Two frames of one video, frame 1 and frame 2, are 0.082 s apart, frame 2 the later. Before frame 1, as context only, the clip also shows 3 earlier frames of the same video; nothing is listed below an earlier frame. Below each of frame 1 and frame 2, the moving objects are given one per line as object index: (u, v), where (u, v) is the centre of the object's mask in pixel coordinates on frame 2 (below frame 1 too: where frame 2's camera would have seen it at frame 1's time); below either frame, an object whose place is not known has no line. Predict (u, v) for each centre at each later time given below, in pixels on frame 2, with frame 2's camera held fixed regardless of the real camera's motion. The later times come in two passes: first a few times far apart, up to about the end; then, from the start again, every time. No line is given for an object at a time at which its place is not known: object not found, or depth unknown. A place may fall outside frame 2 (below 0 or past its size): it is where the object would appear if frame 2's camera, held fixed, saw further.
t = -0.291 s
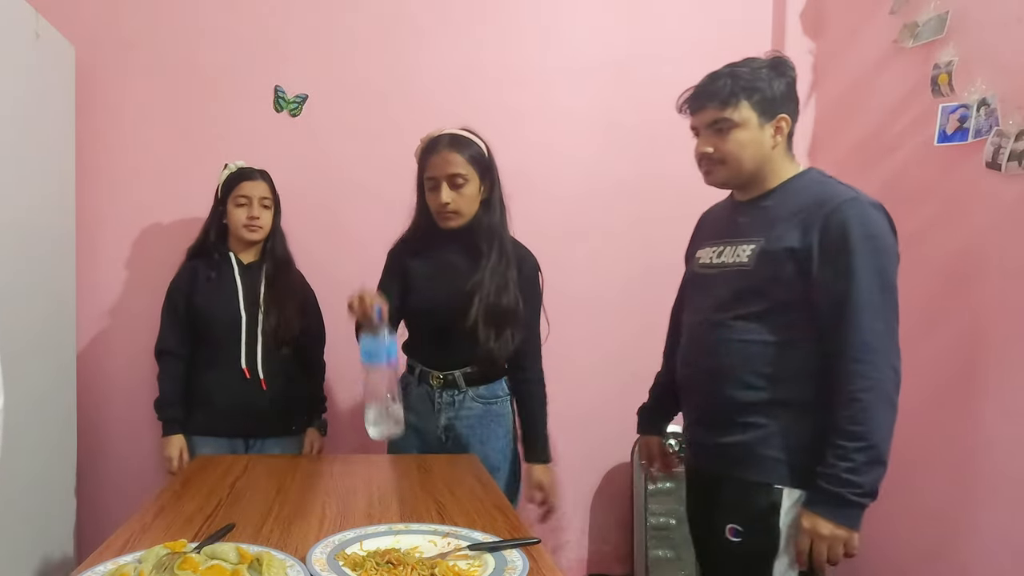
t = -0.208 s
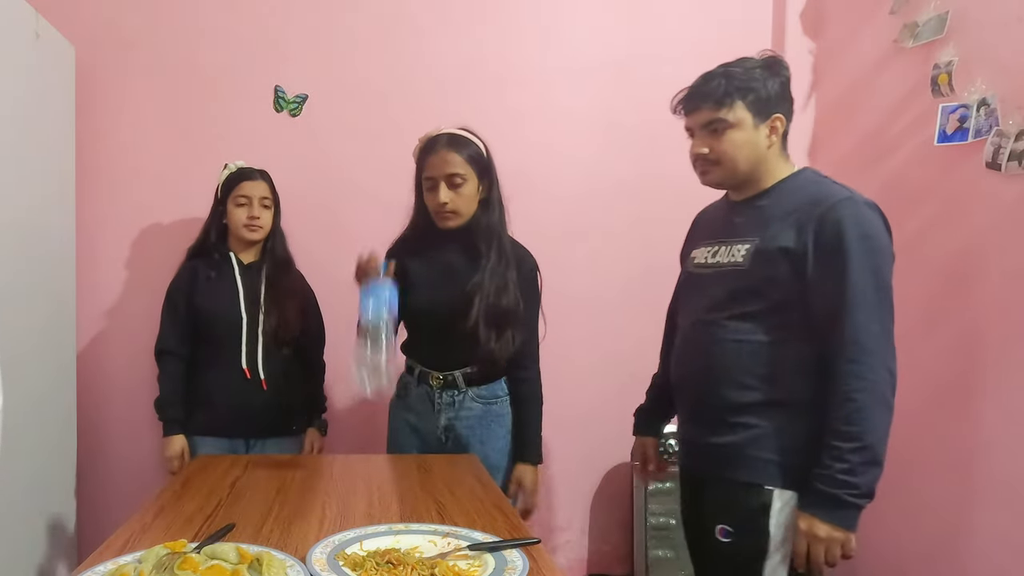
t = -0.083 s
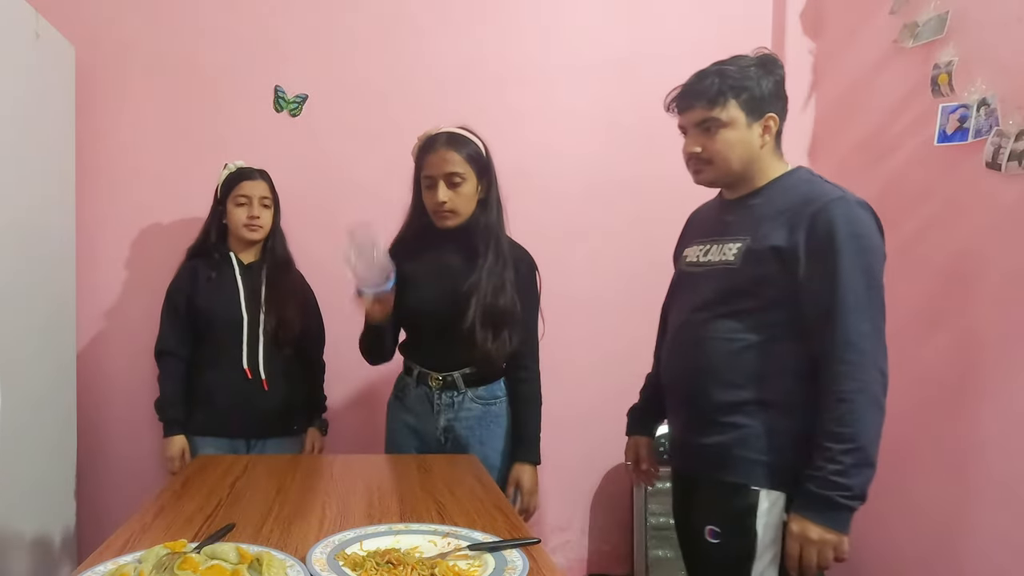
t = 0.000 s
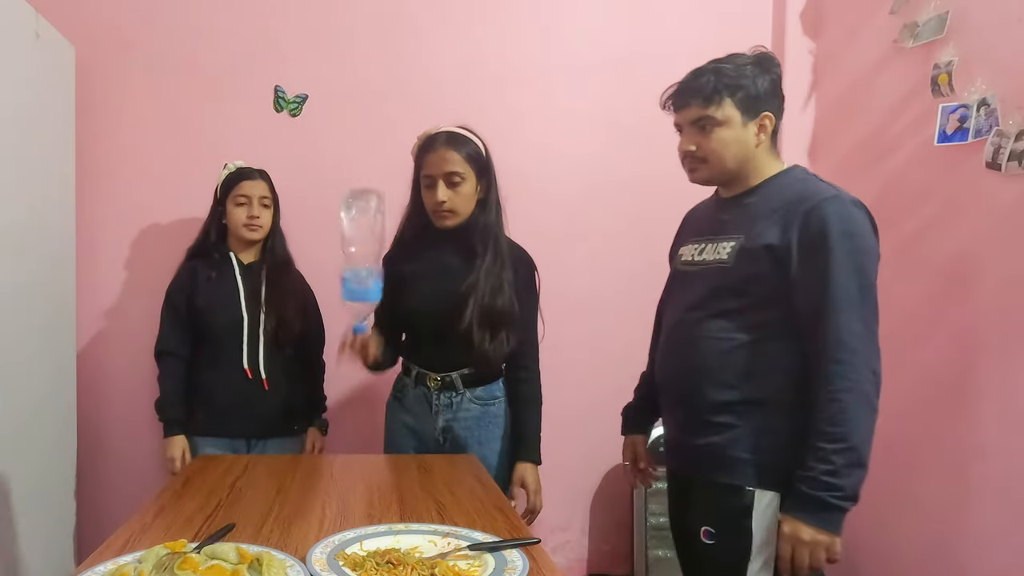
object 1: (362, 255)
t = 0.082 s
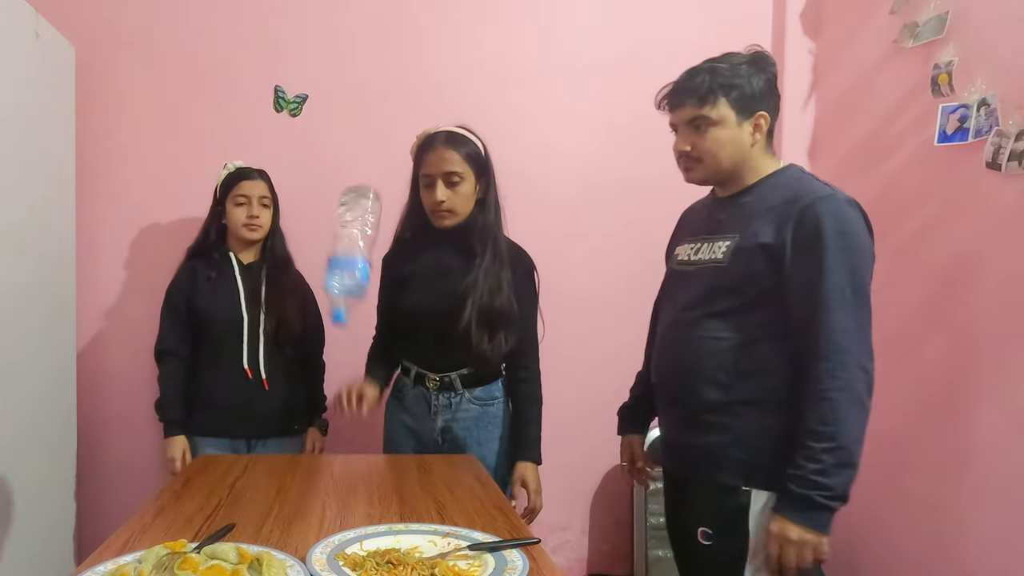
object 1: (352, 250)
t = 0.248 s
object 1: (340, 303)
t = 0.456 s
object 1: (334, 432)
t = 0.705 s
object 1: (315, 465)
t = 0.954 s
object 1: (302, 464)
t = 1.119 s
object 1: (295, 464)
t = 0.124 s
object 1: (348, 248)
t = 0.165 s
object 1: (344, 255)
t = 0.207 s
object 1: (342, 275)
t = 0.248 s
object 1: (340, 303)
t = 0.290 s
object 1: (340, 357)
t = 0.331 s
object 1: (339, 415)
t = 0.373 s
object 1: (338, 421)
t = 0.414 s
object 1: (336, 422)
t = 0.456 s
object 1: (334, 432)
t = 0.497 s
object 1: (332, 443)
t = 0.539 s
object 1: (329, 455)
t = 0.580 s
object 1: (325, 463)
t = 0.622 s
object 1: (323, 464)
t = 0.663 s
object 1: (319, 465)
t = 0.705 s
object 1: (315, 465)
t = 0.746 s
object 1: (314, 464)
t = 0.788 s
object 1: (312, 464)
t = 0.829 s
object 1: (310, 464)
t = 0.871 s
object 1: (307, 464)
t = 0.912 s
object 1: (304, 464)
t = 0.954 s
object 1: (302, 464)
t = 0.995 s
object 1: (301, 464)
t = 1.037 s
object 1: (300, 464)
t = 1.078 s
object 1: (298, 464)
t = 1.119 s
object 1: (295, 464)
